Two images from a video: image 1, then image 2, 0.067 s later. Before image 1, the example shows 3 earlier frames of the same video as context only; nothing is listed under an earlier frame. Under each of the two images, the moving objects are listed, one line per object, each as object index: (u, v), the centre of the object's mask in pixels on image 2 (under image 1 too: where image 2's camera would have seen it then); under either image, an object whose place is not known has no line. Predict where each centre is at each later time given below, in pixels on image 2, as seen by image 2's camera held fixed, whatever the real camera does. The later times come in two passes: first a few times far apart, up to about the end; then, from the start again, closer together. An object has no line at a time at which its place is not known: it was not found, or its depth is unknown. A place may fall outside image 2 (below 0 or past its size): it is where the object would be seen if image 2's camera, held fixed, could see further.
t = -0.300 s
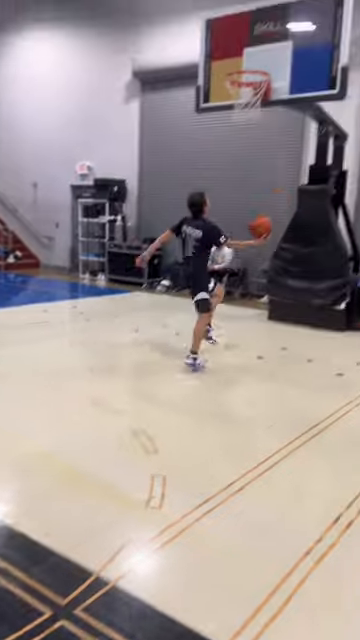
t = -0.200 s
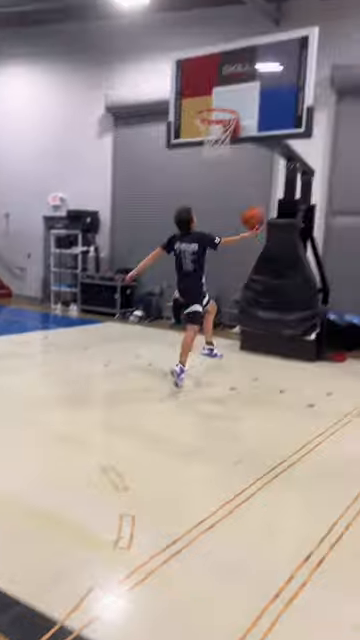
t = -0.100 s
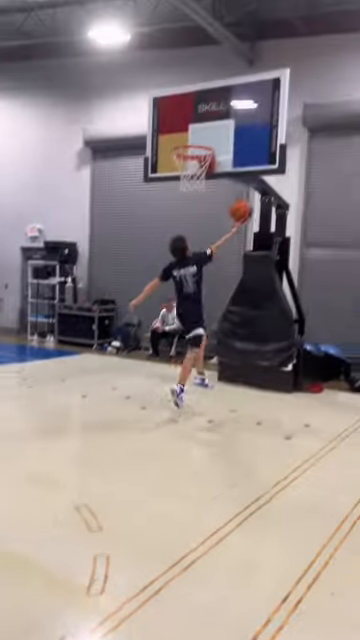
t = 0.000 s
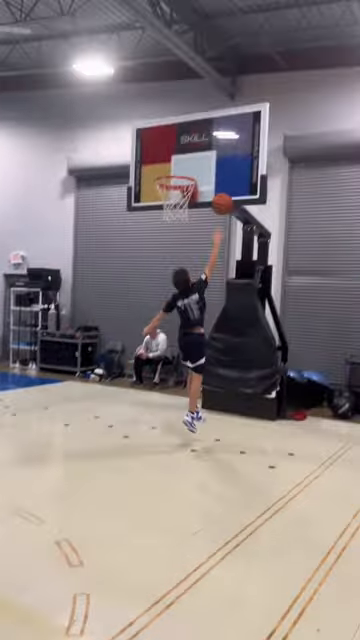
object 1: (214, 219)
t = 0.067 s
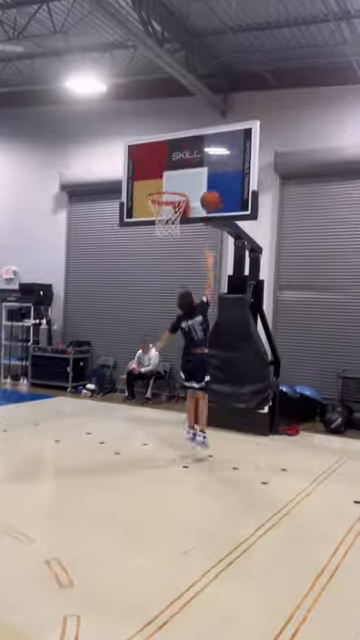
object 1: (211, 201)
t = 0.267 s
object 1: (200, 171)
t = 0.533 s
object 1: (174, 180)
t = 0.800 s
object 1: (154, 238)
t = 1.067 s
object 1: (146, 331)
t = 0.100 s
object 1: (210, 194)
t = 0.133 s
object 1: (208, 186)
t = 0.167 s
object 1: (207, 181)
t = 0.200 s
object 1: (206, 178)
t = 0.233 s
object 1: (203, 174)
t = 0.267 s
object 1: (200, 171)
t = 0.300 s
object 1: (197, 169)
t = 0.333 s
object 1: (194, 167)
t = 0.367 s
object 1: (191, 168)
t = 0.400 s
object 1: (188, 168)
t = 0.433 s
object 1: (184, 170)
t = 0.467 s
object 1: (181, 172)
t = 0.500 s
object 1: (178, 175)
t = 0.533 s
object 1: (174, 180)
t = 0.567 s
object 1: (171, 184)
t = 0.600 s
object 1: (169, 190)
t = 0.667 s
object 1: (159, 210)
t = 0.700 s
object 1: (157, 217)
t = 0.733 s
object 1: (155, 223)
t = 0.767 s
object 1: (155, 230)
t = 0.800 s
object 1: (154, 238)
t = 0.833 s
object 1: (153, 247)
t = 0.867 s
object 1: (152, 256)
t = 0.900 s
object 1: (152, 267)
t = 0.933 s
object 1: (150, 278)
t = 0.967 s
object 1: (149, 289)
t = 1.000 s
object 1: (148, 303)
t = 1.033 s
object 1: (147, 316)
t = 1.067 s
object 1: (146, 331)
